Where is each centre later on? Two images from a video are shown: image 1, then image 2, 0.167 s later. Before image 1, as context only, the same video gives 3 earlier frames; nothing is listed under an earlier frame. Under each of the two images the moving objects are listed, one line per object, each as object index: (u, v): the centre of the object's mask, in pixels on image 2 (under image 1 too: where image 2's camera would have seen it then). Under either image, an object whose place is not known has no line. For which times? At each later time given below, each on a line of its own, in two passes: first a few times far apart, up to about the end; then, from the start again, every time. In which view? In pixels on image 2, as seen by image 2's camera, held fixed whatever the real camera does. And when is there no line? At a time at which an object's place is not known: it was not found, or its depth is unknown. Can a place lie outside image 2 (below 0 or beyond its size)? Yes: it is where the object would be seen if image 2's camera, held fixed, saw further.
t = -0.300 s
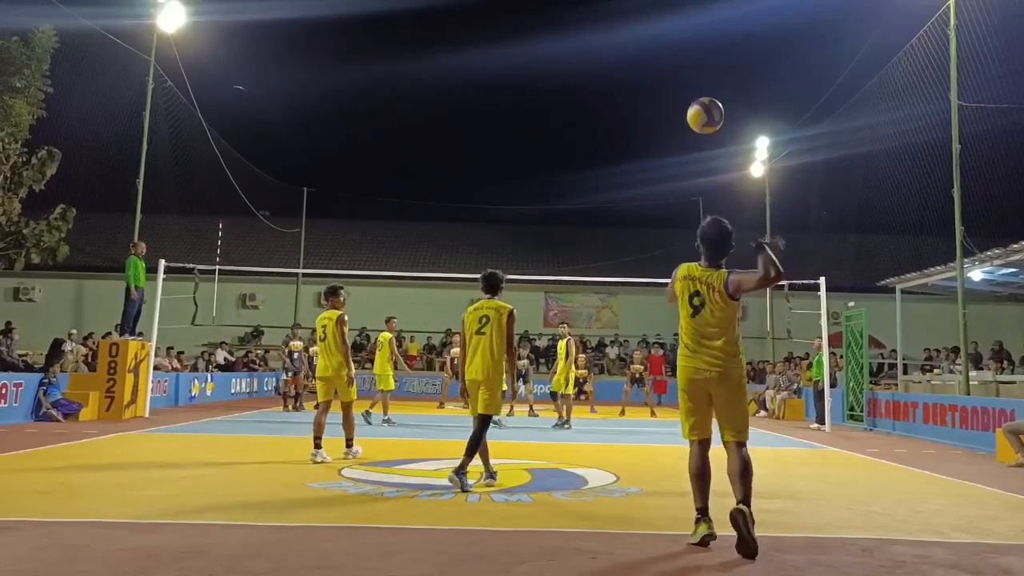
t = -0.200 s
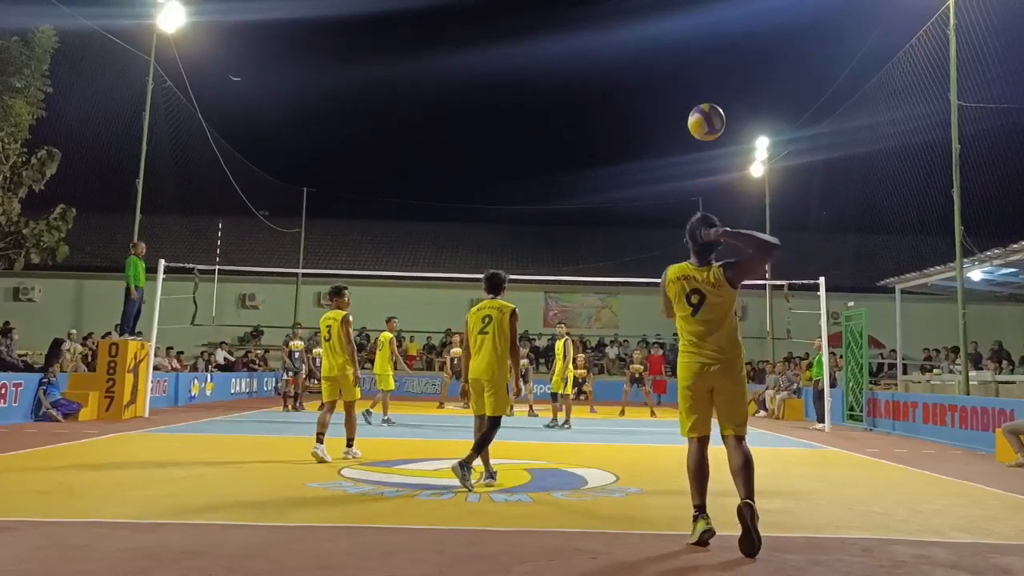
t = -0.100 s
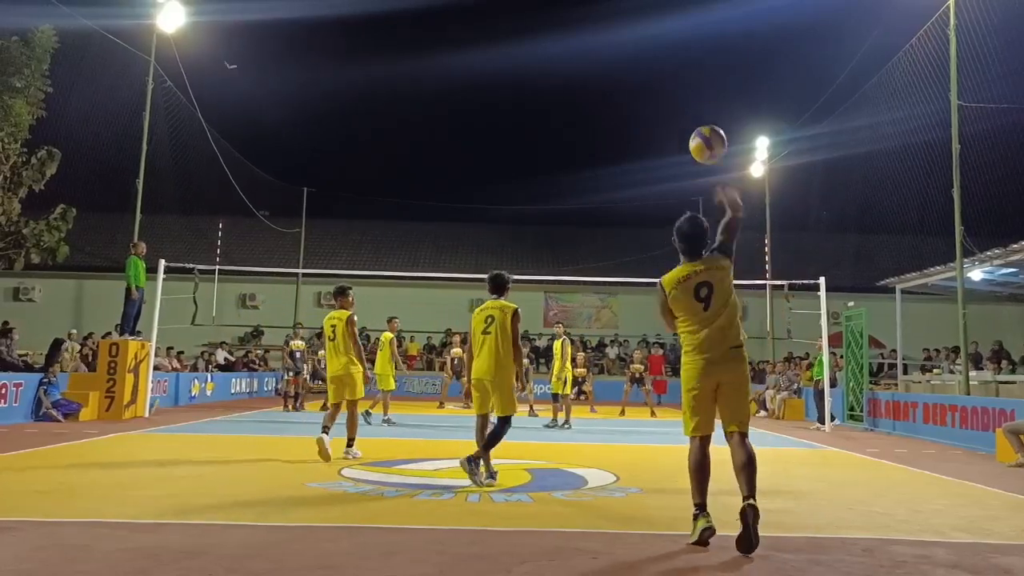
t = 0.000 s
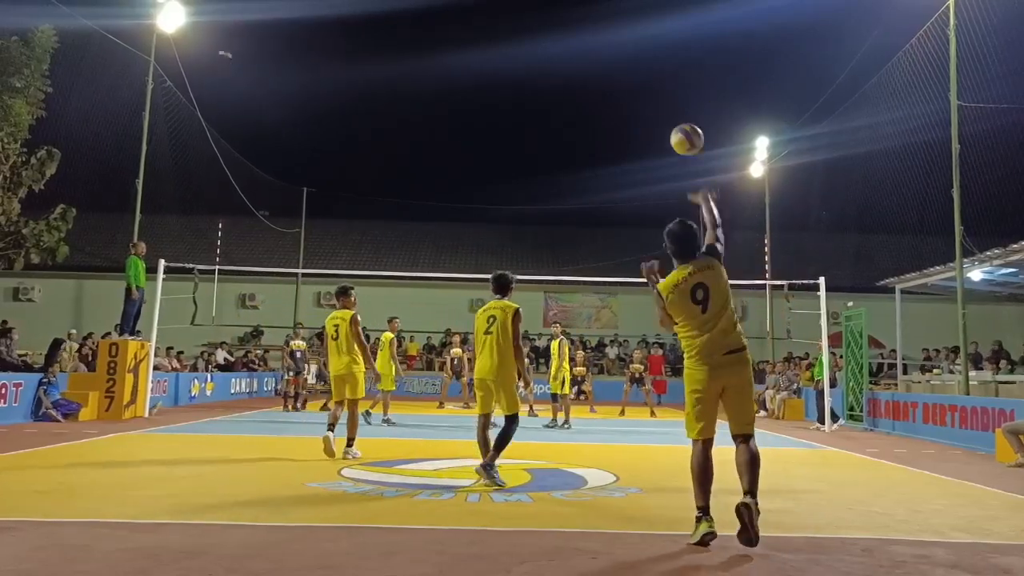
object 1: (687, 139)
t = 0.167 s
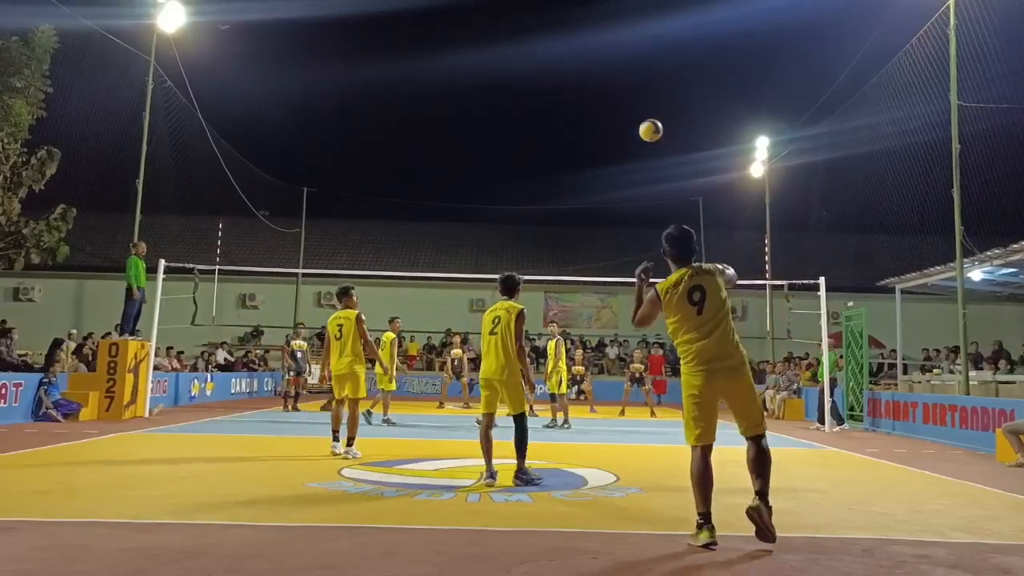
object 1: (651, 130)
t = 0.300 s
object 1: (631, 142)
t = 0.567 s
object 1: (611, 190)
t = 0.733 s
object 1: (605, 228)
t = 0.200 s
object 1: (645, 132)
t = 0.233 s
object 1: (639, 135)
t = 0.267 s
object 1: (635, 138)
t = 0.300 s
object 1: (631, 142)
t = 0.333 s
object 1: (626, 147)
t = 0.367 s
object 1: (623, 152)
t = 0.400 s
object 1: (620, 157)
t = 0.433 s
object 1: (618, 164)
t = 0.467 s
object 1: (616, 170)
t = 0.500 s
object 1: (614, 177)
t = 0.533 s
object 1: (612, 183)
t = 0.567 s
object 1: (611, 190)
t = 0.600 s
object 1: (610, 198)
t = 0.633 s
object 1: (609, 205)
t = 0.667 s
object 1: (608, 212)
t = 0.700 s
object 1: (607, 220)
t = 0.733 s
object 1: (605, 228)
